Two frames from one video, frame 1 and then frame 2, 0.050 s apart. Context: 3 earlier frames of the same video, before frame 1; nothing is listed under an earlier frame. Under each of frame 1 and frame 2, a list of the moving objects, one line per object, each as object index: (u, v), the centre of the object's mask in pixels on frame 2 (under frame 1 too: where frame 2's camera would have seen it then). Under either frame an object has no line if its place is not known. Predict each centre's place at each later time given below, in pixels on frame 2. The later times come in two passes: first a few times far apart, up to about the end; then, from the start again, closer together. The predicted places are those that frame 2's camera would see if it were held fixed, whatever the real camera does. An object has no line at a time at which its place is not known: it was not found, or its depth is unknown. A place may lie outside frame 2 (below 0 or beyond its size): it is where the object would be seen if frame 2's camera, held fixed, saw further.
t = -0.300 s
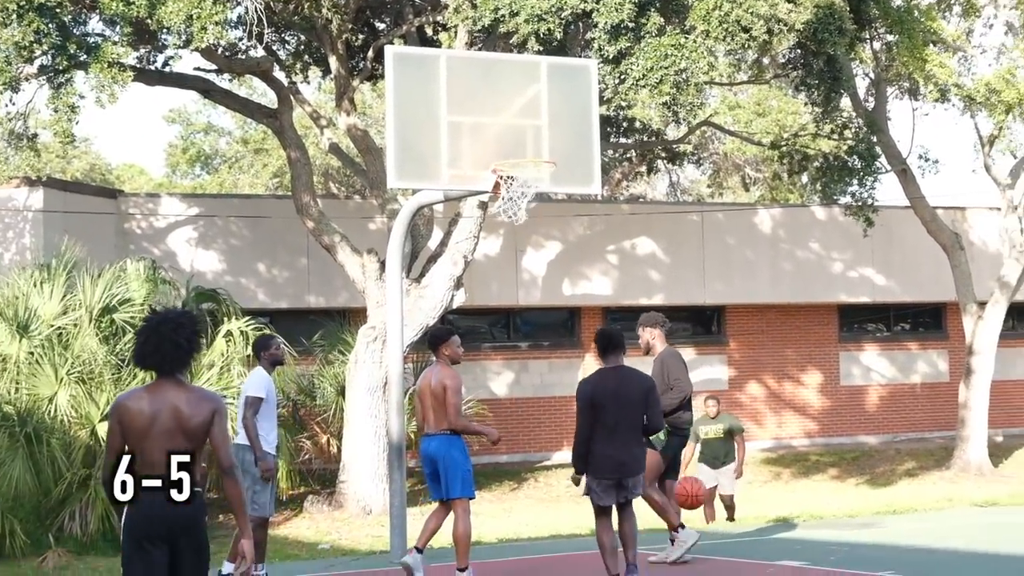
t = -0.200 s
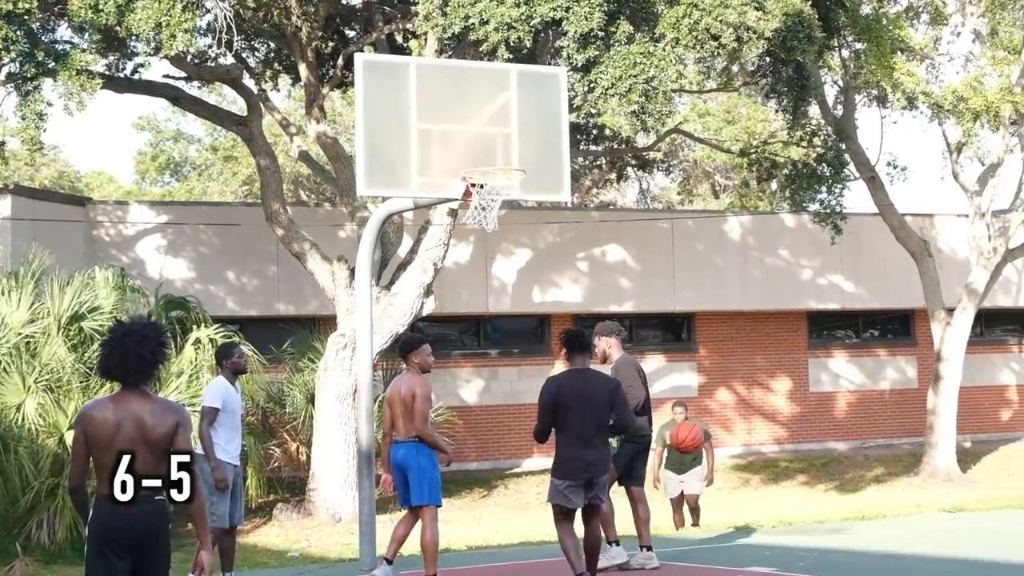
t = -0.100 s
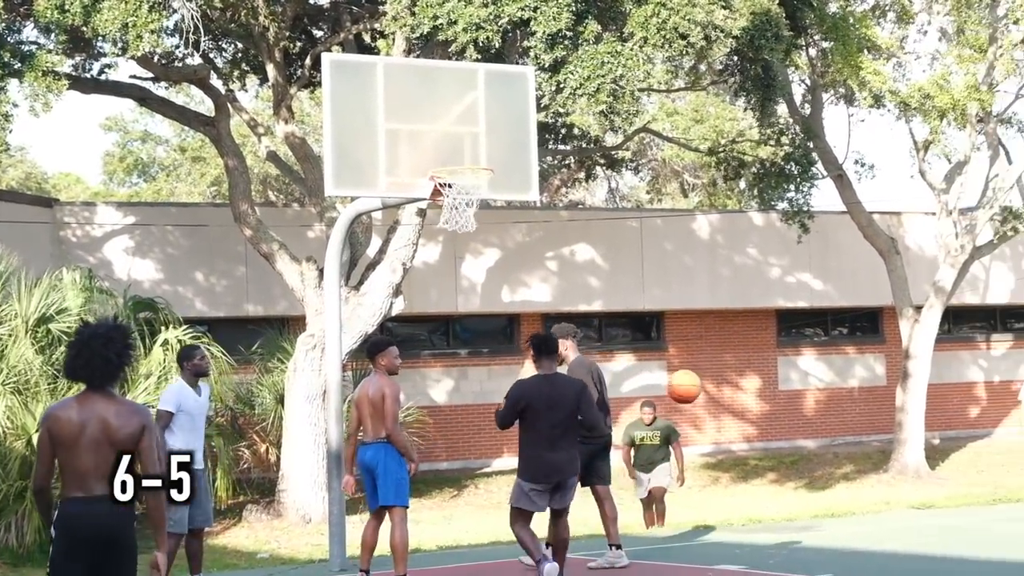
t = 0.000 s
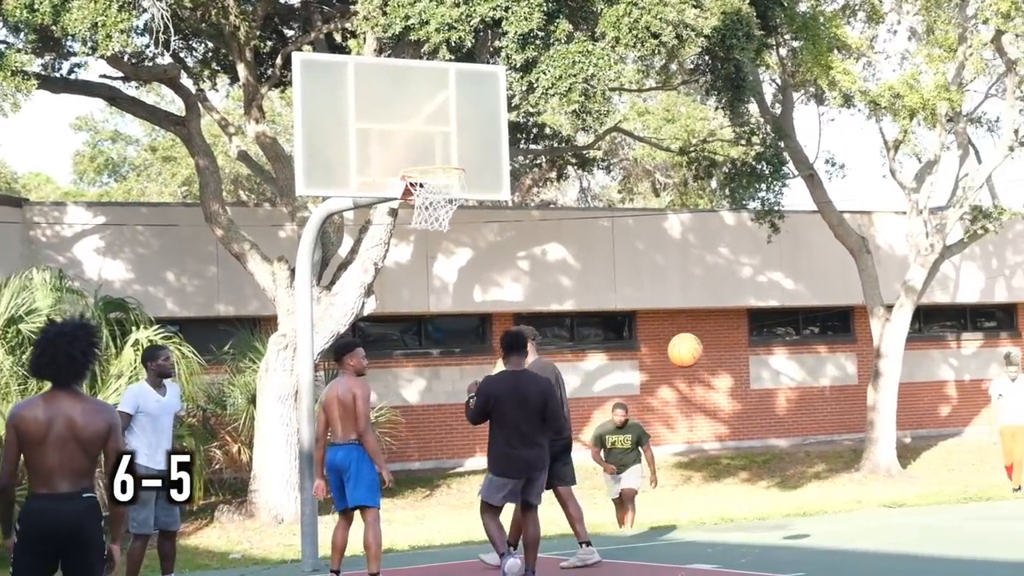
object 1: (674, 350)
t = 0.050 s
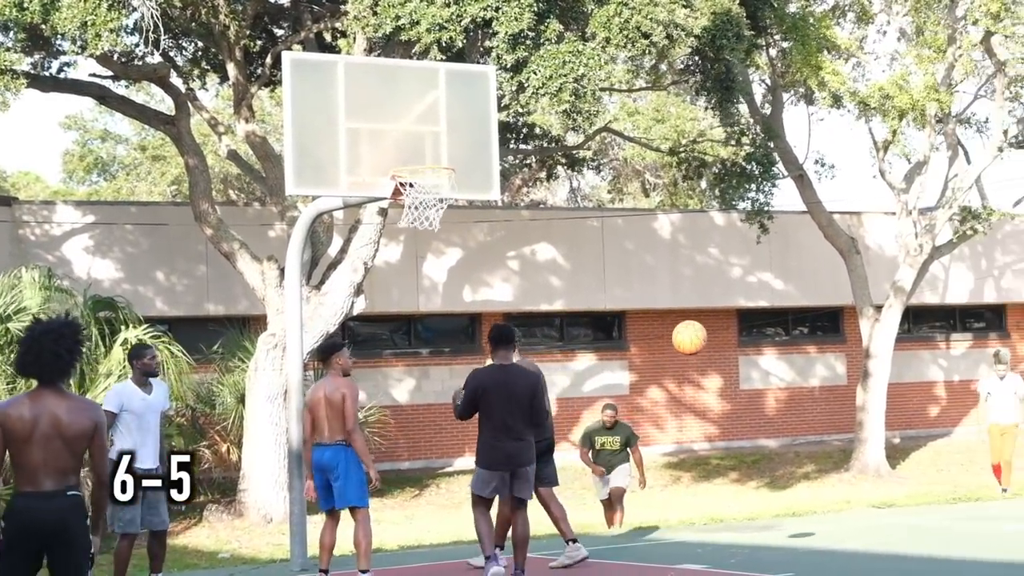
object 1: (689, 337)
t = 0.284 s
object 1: (764, 324)
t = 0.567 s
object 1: (865, 416)
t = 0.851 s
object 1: (965, 528)
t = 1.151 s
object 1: (1051, 419)
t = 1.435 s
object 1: (1135, 446)
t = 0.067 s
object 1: (694, 334)
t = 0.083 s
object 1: (699, 330)
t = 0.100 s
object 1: (705, 328)
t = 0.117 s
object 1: (710, 326)
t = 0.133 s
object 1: (715, 324)
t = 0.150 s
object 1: (720, 323)
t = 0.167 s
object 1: (725, 321)
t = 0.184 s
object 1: (731, 320)
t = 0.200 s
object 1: (736, 320)
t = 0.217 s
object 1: (742, 320)
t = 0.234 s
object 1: (747, 320)
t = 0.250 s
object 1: (753, 321)
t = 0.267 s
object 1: (758, 322)
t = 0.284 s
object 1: (764, 324)
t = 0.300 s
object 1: (769, 325)
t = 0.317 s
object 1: (775, 328)
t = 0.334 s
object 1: (781, 330)
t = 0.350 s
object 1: (787, 333)
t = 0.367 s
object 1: (792, 337)
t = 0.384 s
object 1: (798, 341)
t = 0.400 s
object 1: (804, 345)
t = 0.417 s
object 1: (810, 350)
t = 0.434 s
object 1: (816, 356)
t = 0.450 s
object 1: (822, 361)
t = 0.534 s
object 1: (852, 398)
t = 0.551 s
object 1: (859, 407)
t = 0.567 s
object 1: (865, 416)
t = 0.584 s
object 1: (871, 426)
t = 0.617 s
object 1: (884, 446)
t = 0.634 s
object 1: (890, 457)
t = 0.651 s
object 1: (896, 469)
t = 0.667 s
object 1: (903, 481)
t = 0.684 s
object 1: (910, 494)
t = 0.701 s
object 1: (916, 506)
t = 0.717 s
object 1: (923, 520)
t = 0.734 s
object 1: (928, 534)
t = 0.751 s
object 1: (934, 548)
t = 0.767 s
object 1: (939, 563)
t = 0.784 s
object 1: (944, 567)
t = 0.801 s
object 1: (950, 559)
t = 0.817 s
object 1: (955, 548)
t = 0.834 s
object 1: (961, 538)
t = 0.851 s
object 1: (965, 528)
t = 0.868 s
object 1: (970, 519)
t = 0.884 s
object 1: (974, 510)
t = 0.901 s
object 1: (978, 501)
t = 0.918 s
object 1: (982, 493)
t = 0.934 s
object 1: (988, 485)
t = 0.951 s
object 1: (992, 479)
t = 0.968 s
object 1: (997, 472)
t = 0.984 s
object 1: (1003, 465)
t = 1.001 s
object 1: (1006, 460)
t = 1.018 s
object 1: (1013, 451)
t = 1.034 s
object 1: (1017, 444)
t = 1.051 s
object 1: (1023, 442)
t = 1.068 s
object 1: (1028, 437)
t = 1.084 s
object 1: (1032, 433)
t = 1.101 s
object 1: (1035, 429)
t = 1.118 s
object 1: (1042, 424)
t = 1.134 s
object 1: (1047, 421)
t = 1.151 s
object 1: (1051, 419)
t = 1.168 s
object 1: (1056, 417)
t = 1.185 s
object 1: (1061, 415)
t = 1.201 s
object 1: (1066, 414)
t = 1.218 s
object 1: (1070, 413)
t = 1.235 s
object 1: (1075, 411)
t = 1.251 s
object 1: (1080, 413)
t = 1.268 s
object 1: (1085, 414)
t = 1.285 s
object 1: (1090, 414)
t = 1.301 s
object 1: (1095, 417)
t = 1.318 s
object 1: (1099, 420)
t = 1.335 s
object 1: (1105, 422)
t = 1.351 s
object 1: (1109, 424)
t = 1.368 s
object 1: (1114, 428)
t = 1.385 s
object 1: (1119, 432)
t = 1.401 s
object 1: (1125, 439)
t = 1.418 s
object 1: (1130, 441)
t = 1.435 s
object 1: (1135, 446)
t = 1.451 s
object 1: (1141, 452)
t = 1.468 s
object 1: (1147, 458)
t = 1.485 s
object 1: (1152, 466)
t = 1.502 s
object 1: (1160, 473)
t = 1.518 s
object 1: (1166, 480)
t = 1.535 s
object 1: (1172, 490)
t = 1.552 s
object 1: (1177, 499)
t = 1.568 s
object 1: (1183, 508)
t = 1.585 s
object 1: (1189, 518)
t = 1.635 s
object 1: (1204, 556)
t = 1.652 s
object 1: (1210, 568)
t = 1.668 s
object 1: (1217, 580)
